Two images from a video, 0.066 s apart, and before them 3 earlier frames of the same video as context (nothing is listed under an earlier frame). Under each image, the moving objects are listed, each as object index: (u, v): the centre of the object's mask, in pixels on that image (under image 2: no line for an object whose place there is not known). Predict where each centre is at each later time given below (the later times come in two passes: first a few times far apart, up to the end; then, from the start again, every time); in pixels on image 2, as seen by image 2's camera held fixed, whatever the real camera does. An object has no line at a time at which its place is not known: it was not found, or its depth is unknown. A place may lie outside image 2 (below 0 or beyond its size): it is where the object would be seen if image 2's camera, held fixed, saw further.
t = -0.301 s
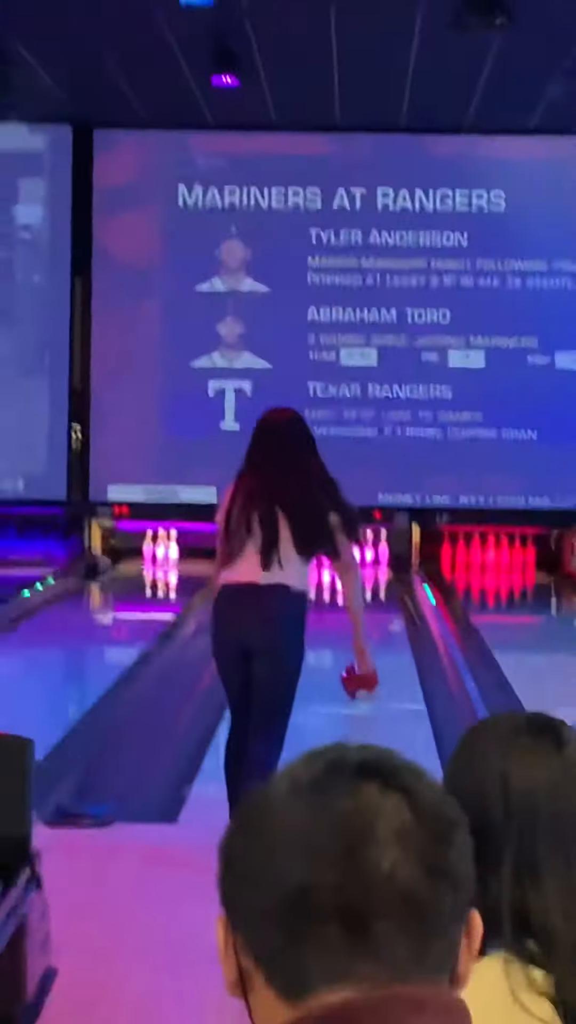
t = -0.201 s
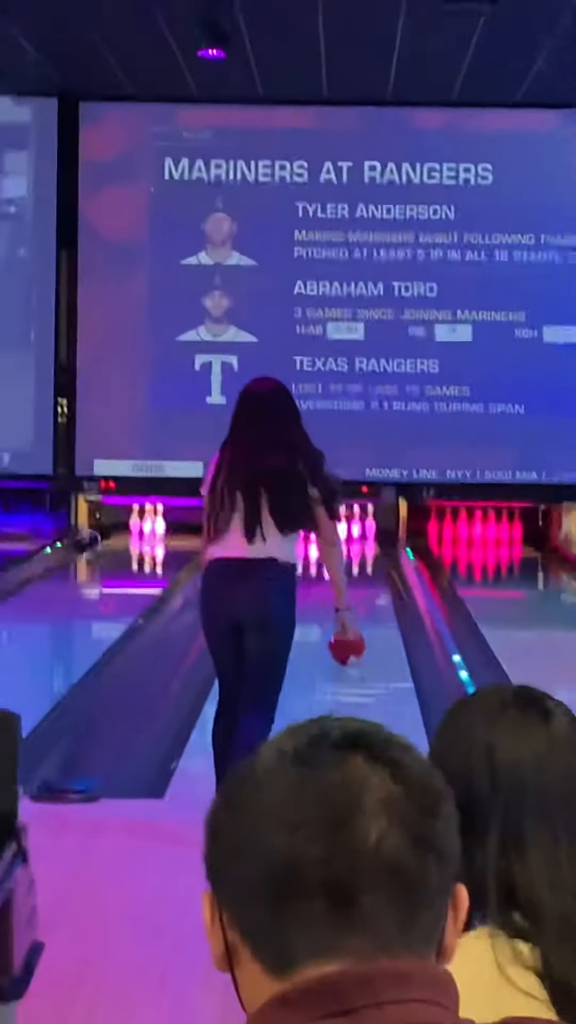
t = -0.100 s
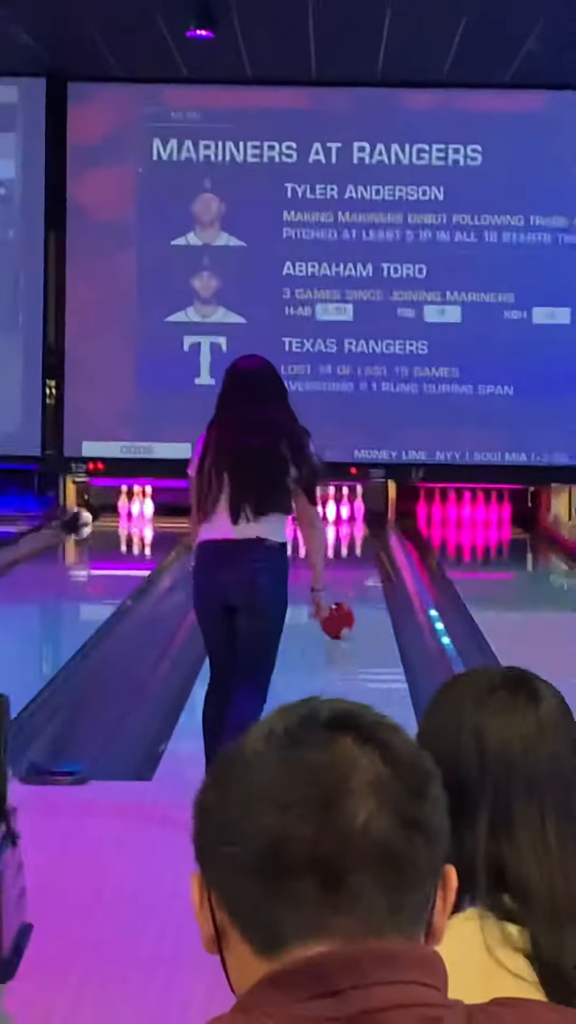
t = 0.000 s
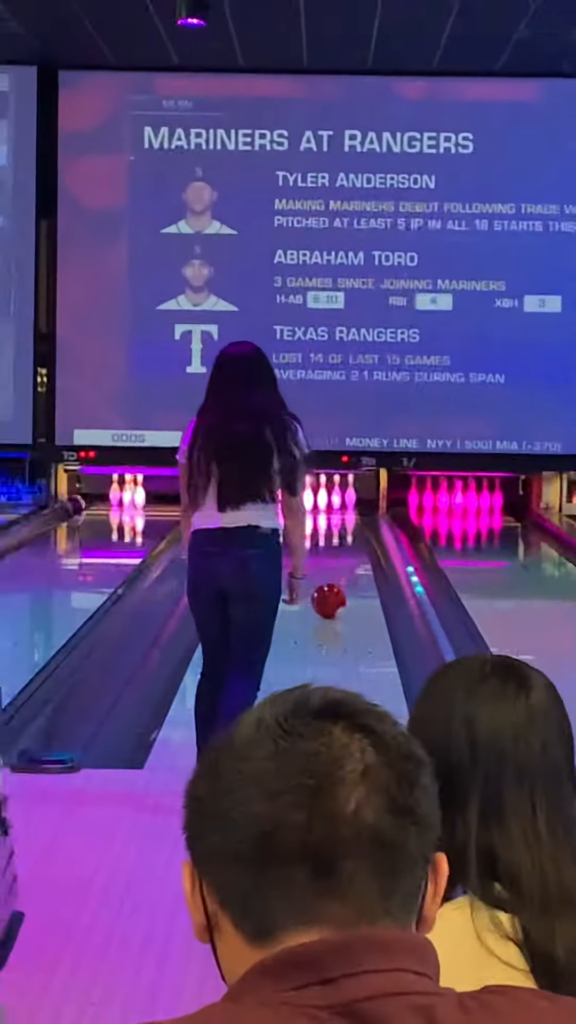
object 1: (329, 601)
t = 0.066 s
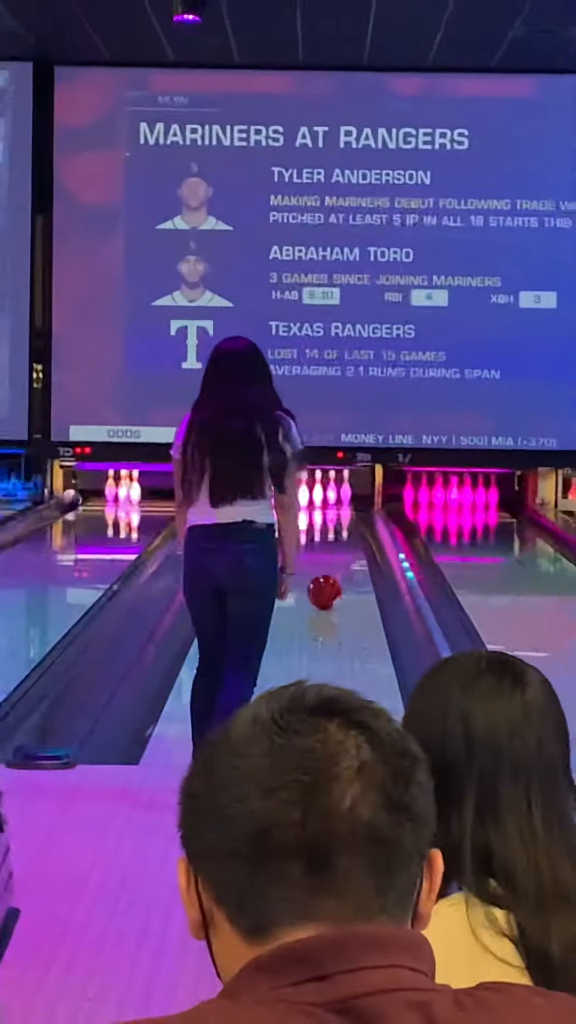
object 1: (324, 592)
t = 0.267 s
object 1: (325, 580)
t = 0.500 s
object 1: (327, 567)
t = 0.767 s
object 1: (327, 553)
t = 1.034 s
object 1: (328, 543)
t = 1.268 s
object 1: (329, 533)
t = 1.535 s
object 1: (328, 526)
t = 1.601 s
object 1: (328, 525)
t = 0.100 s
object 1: (324, 590)
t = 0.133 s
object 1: (324, 588)
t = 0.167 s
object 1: (324, 586)
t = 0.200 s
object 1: (325, 584)
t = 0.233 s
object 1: (325, 582)
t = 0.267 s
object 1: (325, 580)
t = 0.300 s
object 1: (325, 578)
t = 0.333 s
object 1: (326, 576)
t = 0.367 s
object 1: (326, 574)
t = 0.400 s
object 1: (326, 572)
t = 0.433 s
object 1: (326, 570)
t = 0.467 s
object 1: (326, 569)
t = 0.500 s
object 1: (327, 567)
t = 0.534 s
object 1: (327, 565)
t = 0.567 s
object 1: (327, 563)
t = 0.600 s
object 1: (327, 562)
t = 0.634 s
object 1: (327, 561)
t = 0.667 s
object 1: (327, 558)
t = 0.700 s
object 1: (327, 556)
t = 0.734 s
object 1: (327, 555)
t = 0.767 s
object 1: (327, 553)
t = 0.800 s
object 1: (328, 552)
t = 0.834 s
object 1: (328, 550)
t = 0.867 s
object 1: (327, 549)
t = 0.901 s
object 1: (327, 547)
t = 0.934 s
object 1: (328, 546)
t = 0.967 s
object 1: (327, 544)
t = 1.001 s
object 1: (327, 543)
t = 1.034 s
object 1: (328, 543)
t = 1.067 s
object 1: (328, 541)
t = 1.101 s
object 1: (328, 540)
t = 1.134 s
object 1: (328, 538)
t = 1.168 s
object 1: (328, 537)
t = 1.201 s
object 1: (328, 536)
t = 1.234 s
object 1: (329, 534)
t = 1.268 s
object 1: (329, 533)
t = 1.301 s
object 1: (329, 532)
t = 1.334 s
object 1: (328, 531)
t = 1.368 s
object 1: (328, 531)
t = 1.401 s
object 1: (328, 530)
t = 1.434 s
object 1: (328, 529)
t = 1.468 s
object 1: (328, 528)
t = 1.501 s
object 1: (328, 527)
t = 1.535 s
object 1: (328, 526)
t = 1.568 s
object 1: (328, 525)
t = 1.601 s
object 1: (328, 525)
